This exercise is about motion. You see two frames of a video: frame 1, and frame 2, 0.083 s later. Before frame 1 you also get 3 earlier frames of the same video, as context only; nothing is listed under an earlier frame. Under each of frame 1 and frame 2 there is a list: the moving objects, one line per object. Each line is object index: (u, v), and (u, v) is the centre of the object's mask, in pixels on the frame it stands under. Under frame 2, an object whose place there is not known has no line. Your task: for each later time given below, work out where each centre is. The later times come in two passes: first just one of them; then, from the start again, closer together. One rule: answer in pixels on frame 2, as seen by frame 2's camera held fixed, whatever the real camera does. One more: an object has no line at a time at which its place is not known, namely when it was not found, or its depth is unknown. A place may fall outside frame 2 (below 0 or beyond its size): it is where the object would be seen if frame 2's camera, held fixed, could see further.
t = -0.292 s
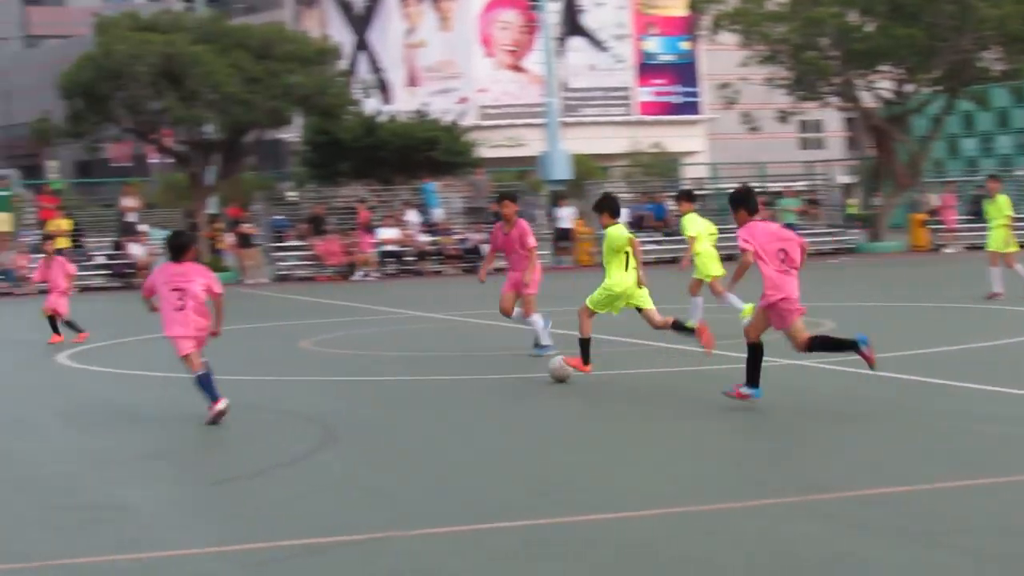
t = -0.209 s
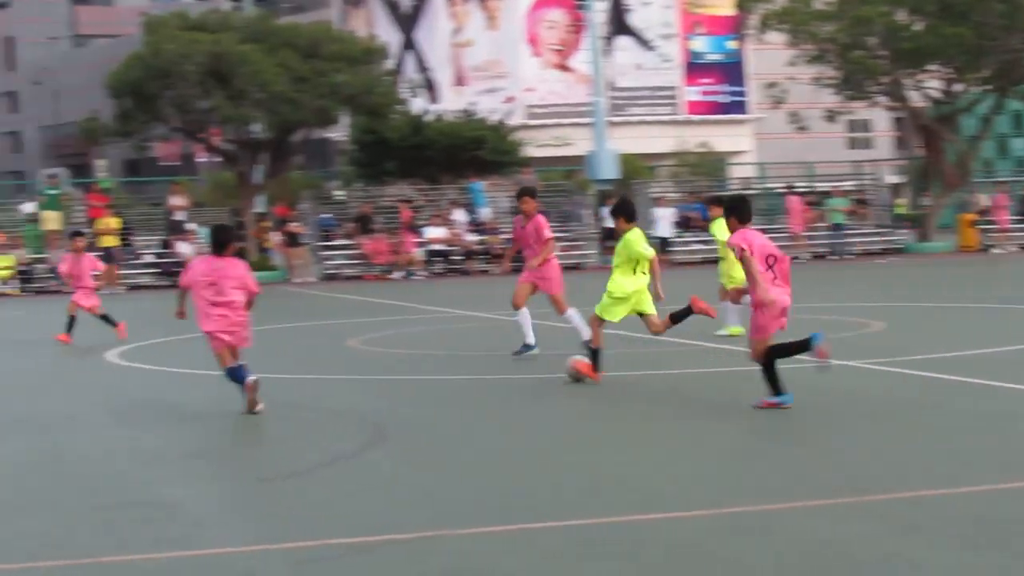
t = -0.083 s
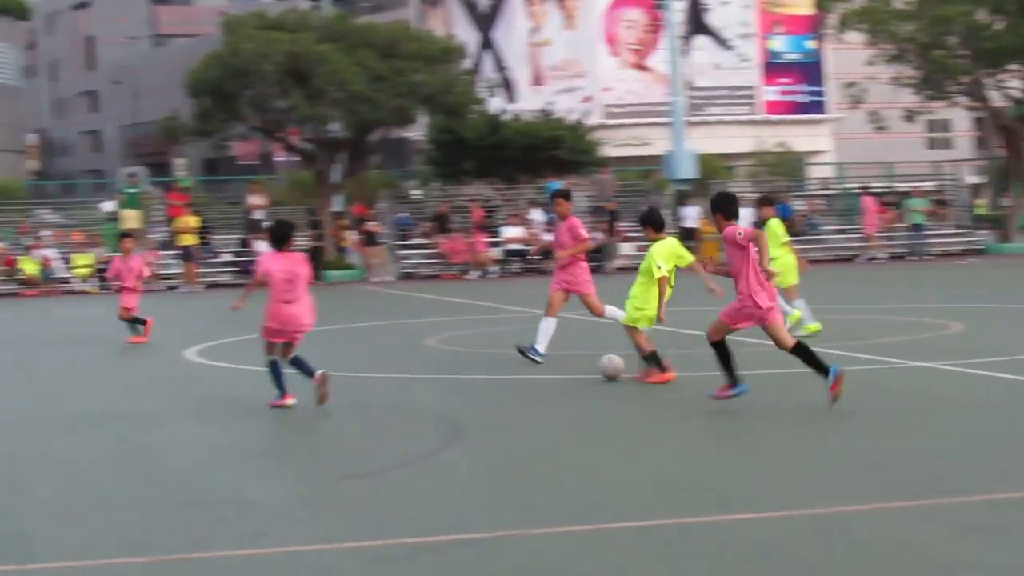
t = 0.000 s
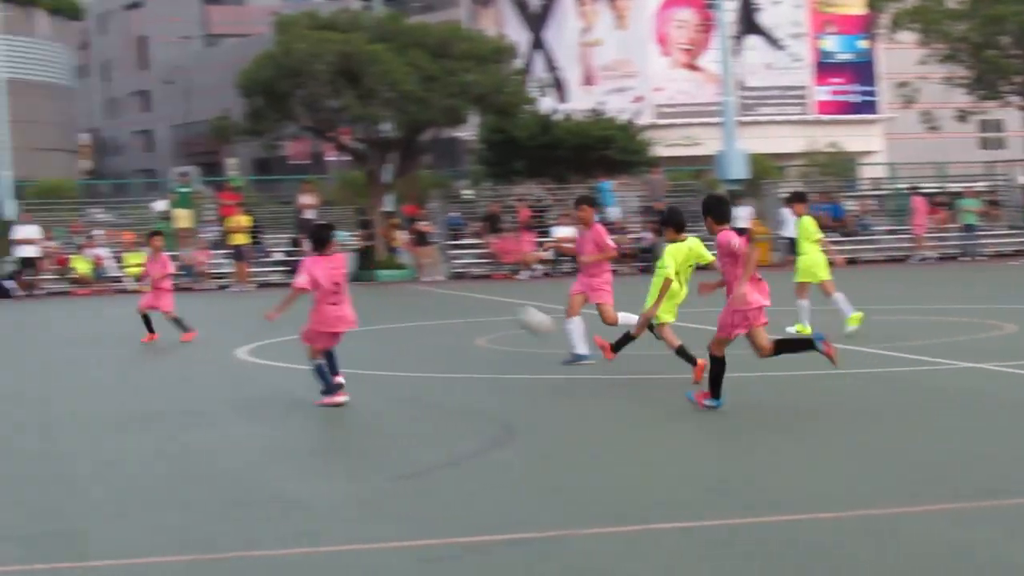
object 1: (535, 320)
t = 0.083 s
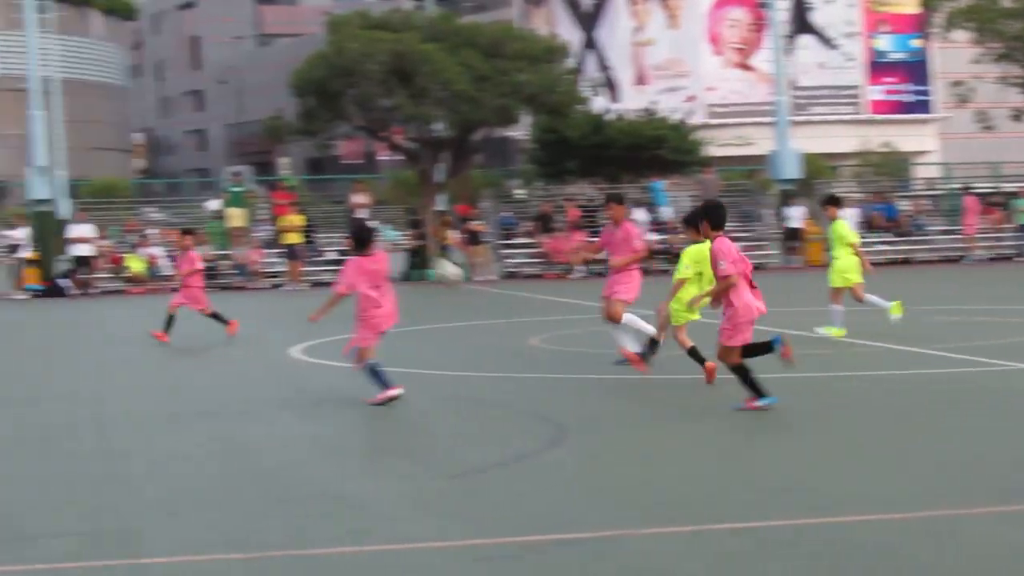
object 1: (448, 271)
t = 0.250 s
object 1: (193, 196)
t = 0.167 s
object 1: (318, 231)
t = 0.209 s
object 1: (255, 214)
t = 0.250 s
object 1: (193, 196)
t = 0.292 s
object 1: (134, 181)
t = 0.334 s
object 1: (75, 165)
